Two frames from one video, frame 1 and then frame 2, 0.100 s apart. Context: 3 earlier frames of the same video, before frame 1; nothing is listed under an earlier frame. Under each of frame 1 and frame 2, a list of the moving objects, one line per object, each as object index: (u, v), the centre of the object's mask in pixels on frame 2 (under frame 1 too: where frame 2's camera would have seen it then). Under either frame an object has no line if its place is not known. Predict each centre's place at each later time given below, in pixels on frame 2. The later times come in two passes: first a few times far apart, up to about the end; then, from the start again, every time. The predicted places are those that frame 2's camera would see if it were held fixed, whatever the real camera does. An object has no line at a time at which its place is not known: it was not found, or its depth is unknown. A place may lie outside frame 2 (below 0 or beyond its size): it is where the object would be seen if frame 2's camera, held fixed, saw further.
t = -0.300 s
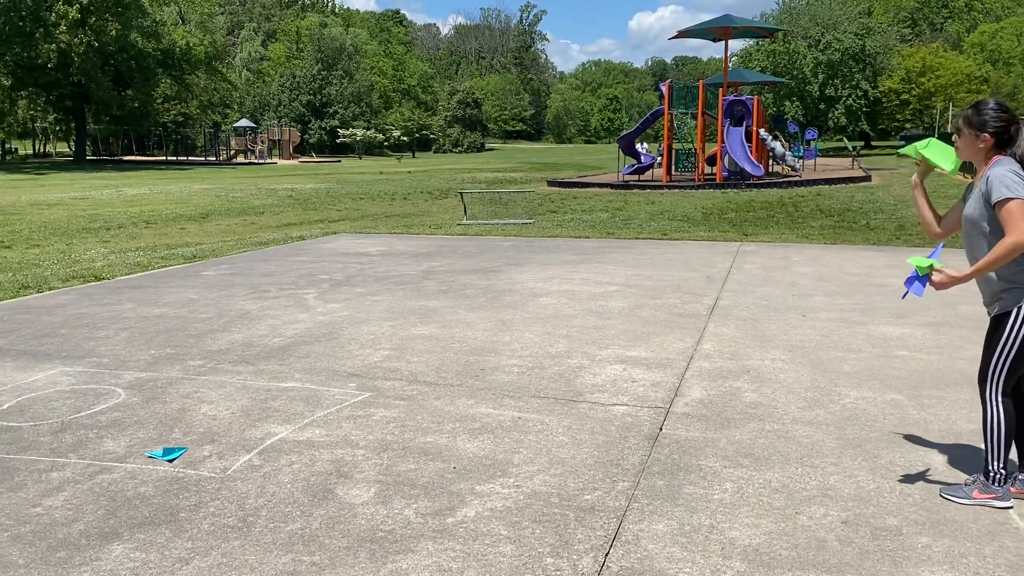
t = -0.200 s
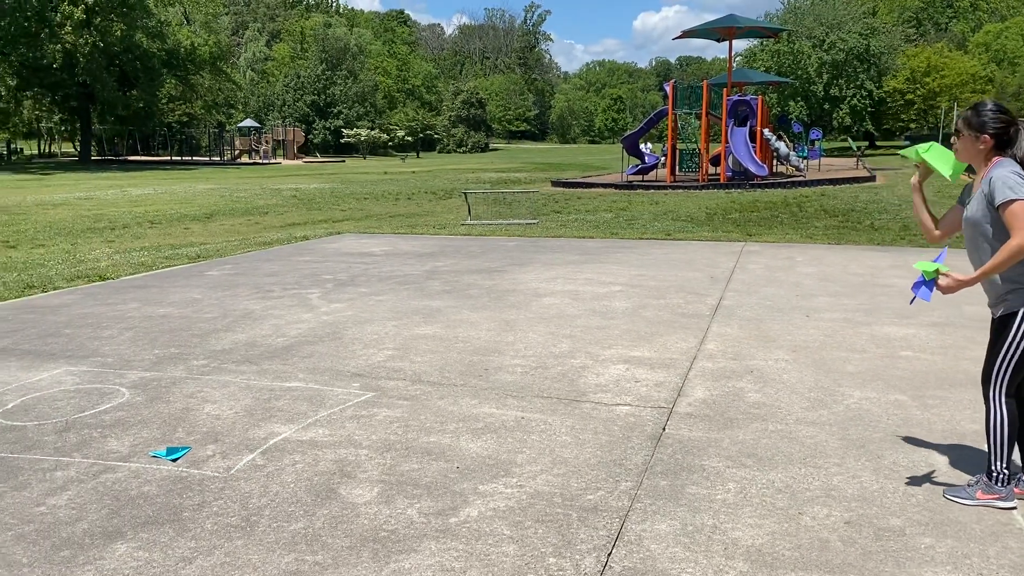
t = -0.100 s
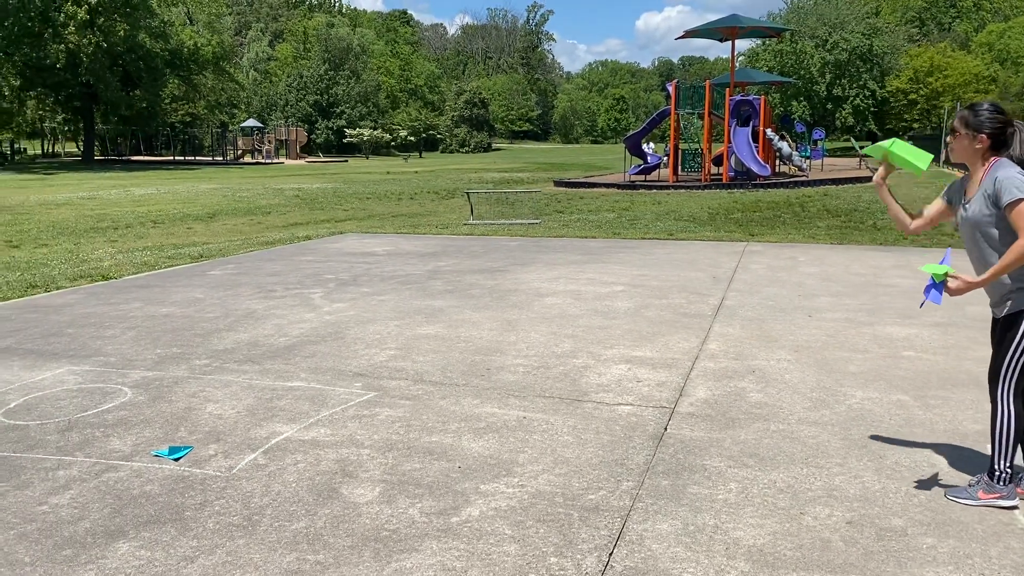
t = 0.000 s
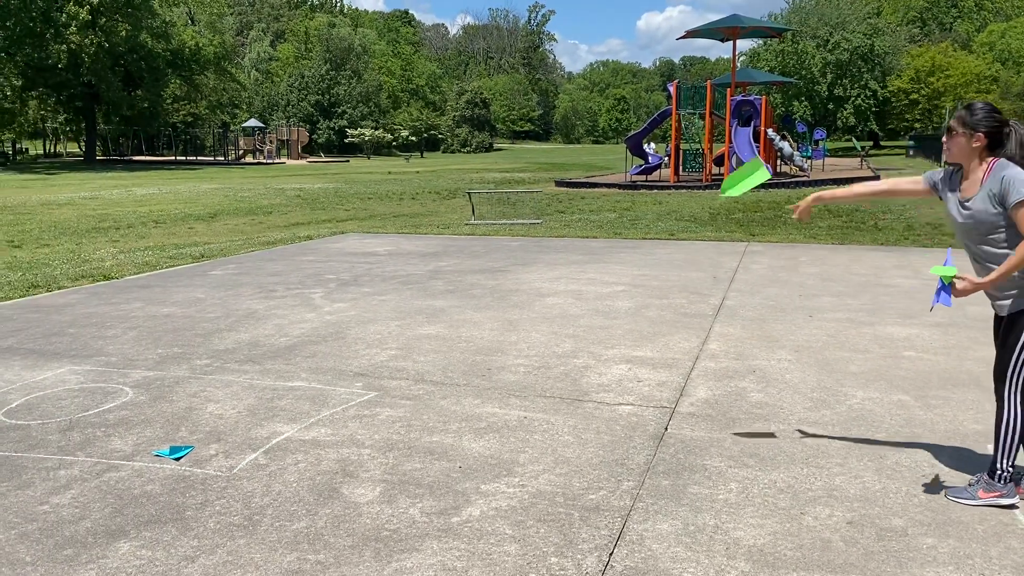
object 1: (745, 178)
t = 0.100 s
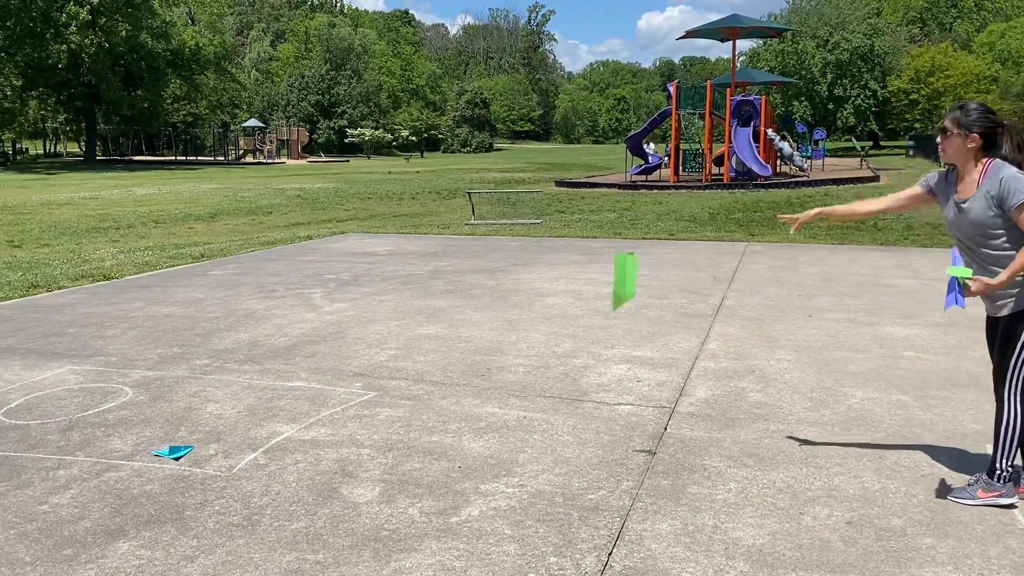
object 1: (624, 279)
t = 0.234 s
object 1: (562, 425)
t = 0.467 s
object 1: (529, 472)
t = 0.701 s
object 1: (490, 477)
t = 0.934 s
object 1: (473, 469)
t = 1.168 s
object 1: (457, 476)
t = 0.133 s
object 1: (601, 318)
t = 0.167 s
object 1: (585, 357)
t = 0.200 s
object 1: (572, 393)
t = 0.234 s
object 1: (562, 425)
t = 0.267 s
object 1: (554, 453)
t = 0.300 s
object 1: (545, 469)
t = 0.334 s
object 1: (540, 475)
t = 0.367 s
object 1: (536, 473)
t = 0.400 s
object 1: (535, 473)
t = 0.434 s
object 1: (532, 473)
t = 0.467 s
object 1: (529, 472)
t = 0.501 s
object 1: (524, 472)
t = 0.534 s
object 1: (519, 472)
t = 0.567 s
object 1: (514, 473)
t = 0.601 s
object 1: (507, 475)
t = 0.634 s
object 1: (500, 477)
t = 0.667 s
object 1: (494, 478)
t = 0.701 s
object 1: (490, 477)
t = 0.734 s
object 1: (488, 476)
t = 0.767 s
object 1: (485, 474)
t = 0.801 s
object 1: (484, 472)
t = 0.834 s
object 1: (481, 472)
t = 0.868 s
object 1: (479, 470)
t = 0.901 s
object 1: (476, 468)
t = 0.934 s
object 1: (473, 469)
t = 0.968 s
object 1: (470, 469)
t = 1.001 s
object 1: (468, 470)
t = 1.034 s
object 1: (464, 472)
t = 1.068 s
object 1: (462, 473)
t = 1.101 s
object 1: (459, 475)
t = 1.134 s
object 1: (459, 475)
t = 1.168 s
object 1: (457, 476)
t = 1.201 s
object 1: (456, 476)
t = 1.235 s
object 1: (455, 476)
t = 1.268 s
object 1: (454, 476)
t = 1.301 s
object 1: (453, 476)
